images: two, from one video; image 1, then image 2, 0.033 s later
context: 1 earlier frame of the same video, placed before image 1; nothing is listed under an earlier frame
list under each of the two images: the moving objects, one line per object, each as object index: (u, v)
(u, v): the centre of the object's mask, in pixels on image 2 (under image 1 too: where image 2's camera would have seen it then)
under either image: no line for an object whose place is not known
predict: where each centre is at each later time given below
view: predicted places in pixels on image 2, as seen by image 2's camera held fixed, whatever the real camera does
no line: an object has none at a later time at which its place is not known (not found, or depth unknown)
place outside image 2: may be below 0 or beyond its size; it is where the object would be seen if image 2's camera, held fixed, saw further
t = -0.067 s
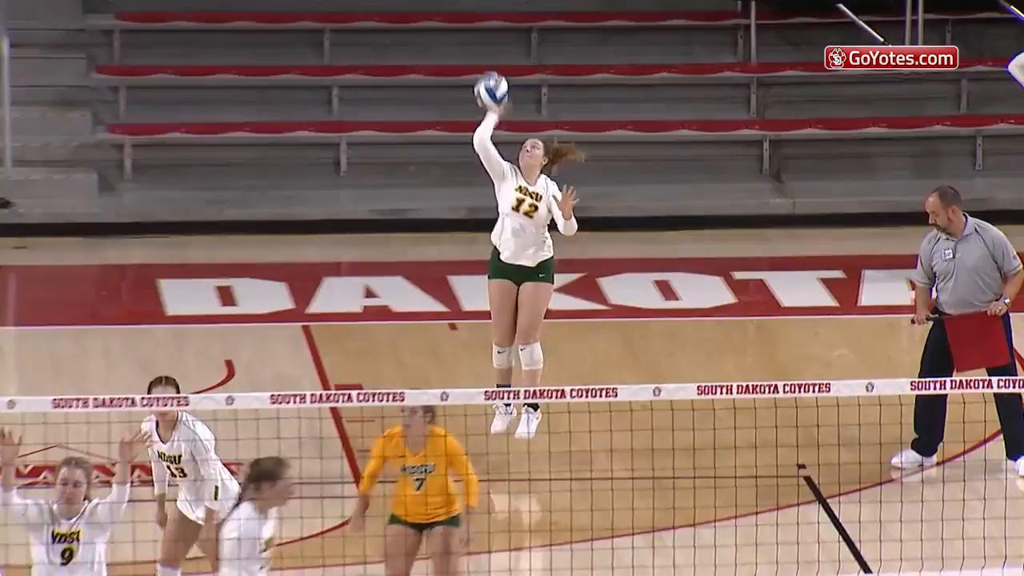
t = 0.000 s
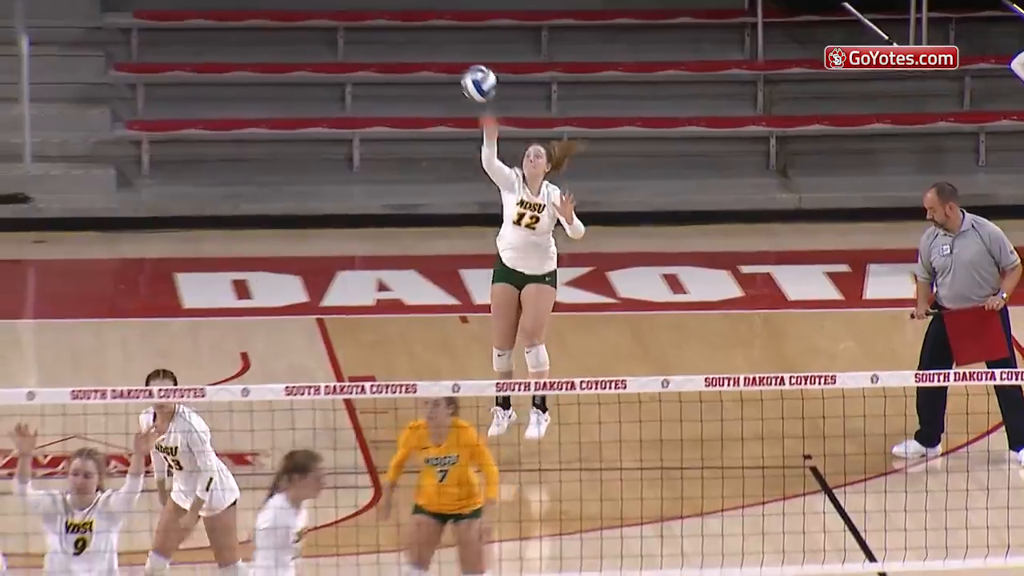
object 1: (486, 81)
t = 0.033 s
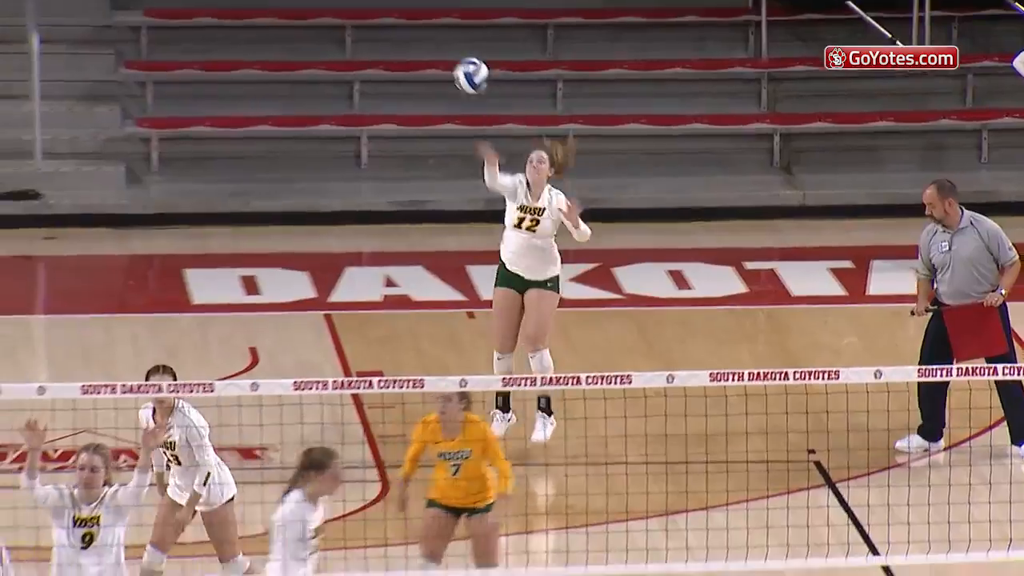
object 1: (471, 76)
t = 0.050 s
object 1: (464, 73)
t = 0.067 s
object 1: (456, 72)
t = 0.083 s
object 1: (449, 71)
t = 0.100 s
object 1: (441, 71)
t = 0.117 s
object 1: (433, 70)
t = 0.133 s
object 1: (426, 71)
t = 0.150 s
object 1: (418, 72)
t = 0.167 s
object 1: (410, 73)
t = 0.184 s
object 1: (402, 74)
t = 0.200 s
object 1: (394, 76)
